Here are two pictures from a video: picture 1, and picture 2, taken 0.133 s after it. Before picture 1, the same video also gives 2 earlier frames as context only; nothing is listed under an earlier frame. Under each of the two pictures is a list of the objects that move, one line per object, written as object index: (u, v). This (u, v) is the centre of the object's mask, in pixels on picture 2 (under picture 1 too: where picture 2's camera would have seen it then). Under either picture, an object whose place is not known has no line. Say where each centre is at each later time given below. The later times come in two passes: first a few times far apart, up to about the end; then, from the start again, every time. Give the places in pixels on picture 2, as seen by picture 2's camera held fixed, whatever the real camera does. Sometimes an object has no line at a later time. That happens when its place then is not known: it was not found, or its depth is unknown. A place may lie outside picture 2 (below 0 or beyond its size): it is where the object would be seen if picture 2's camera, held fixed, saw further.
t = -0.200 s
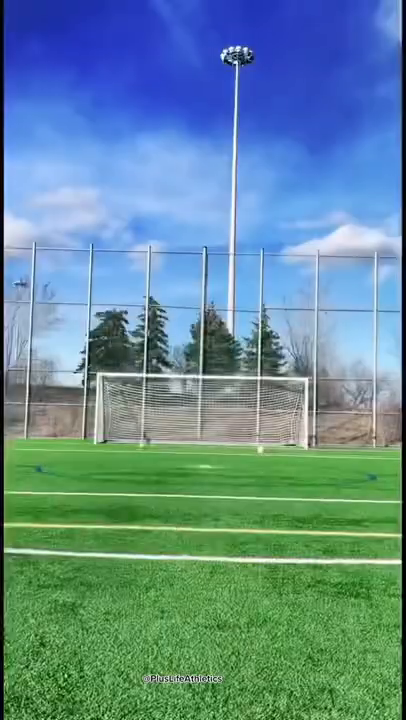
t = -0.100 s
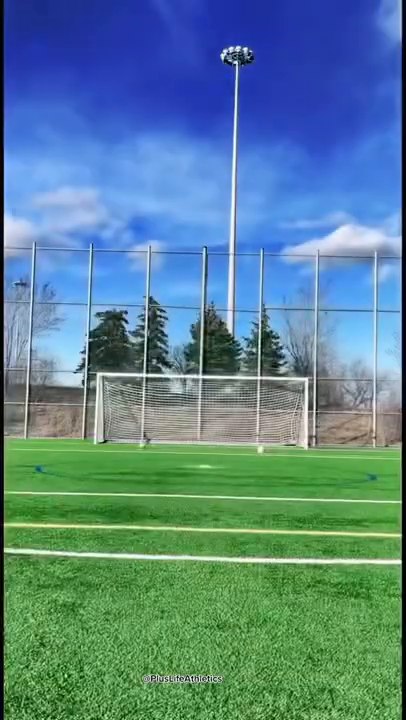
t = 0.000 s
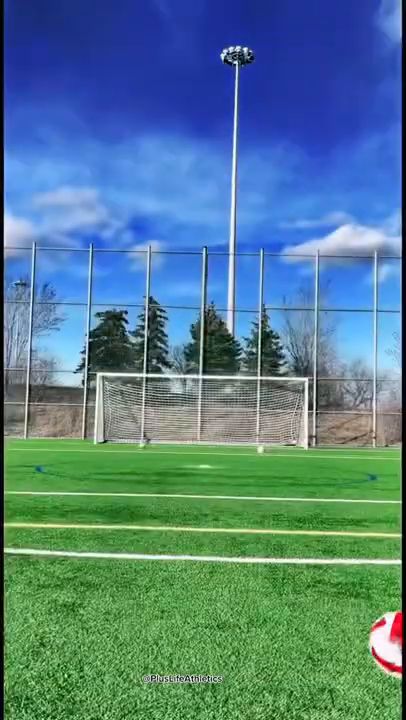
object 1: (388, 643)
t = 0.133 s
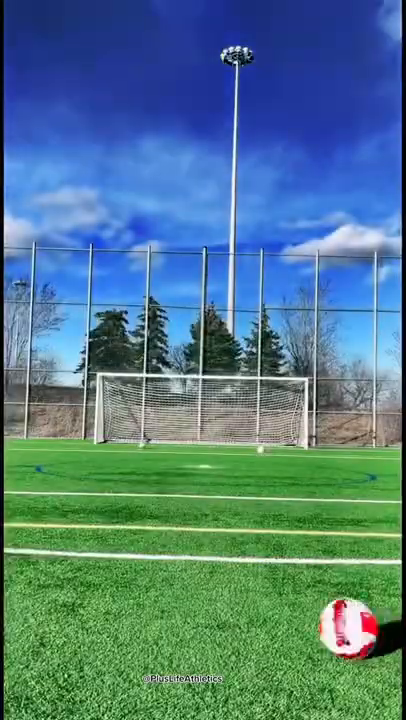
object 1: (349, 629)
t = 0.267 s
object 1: (304, 615)
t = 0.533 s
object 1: (236, 592)
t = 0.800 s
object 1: (187, 576)
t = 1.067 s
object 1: (151, 563)
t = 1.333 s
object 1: (125, 552)
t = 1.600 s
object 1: (105, 544)
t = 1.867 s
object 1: (92, 538)
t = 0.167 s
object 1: (336, 625)
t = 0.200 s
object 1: (325, 622)
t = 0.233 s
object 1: (314, 618)
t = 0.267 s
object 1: (304, 615)
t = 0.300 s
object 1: (294, 612)
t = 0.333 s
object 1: (285, 609)
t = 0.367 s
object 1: (276, 605)
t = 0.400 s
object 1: (267, 603)
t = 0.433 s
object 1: (259, 600)
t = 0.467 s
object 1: (251, 598)
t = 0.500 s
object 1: (243, 595)
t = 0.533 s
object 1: (236, 592)
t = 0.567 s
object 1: (229, 590)
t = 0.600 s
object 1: (222, 587)
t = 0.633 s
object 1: (214, 585)
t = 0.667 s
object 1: (209, 584)
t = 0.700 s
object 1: (203, 582)
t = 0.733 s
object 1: (198, 579)
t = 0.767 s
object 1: (192, 577)
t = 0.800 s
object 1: (187, 576)
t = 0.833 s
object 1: (181, 573)
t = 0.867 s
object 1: (177, 572)
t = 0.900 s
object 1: (172, 570)
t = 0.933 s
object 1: (168, 569)
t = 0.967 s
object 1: (164, 568)
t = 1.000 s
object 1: (159, 565)
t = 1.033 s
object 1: (155, 564)
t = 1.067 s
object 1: (151, 563)
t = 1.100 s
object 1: (147, 561)
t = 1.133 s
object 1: (144, 560)
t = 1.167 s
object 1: (140, 558)
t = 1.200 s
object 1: (137, 558)
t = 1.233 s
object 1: (134, 556)
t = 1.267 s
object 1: (131, 554)
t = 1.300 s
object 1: (128, 553)
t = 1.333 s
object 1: (125, 552)
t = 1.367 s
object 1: (122, 551)
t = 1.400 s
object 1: (119, 550)
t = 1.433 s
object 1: (117, 549)
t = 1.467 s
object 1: (114, 548)
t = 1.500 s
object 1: (112, 547)
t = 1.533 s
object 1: (109, 546)
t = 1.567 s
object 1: (107, 544)
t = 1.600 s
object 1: (105, 544)
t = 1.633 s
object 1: (103, 543)
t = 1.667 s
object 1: (101, 542)
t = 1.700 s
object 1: (99, 541)
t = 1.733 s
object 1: (99, 541)
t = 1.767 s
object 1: (97, 540)
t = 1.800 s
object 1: (94, 540)
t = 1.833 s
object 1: (93, 539)
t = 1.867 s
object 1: (92, 538)
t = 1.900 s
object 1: (90, 537)
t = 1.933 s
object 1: (89, 536)
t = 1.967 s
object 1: (88, 536)
